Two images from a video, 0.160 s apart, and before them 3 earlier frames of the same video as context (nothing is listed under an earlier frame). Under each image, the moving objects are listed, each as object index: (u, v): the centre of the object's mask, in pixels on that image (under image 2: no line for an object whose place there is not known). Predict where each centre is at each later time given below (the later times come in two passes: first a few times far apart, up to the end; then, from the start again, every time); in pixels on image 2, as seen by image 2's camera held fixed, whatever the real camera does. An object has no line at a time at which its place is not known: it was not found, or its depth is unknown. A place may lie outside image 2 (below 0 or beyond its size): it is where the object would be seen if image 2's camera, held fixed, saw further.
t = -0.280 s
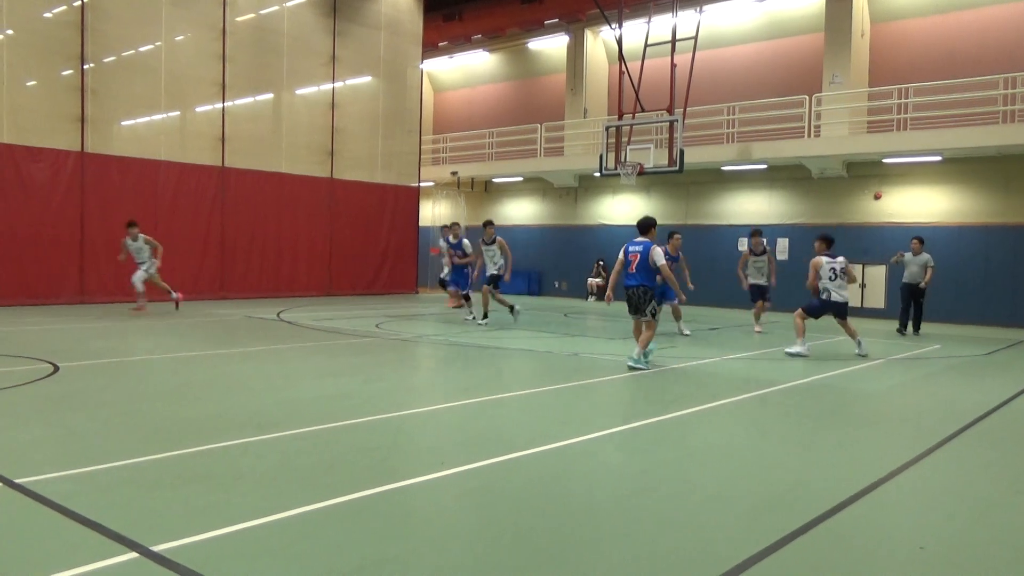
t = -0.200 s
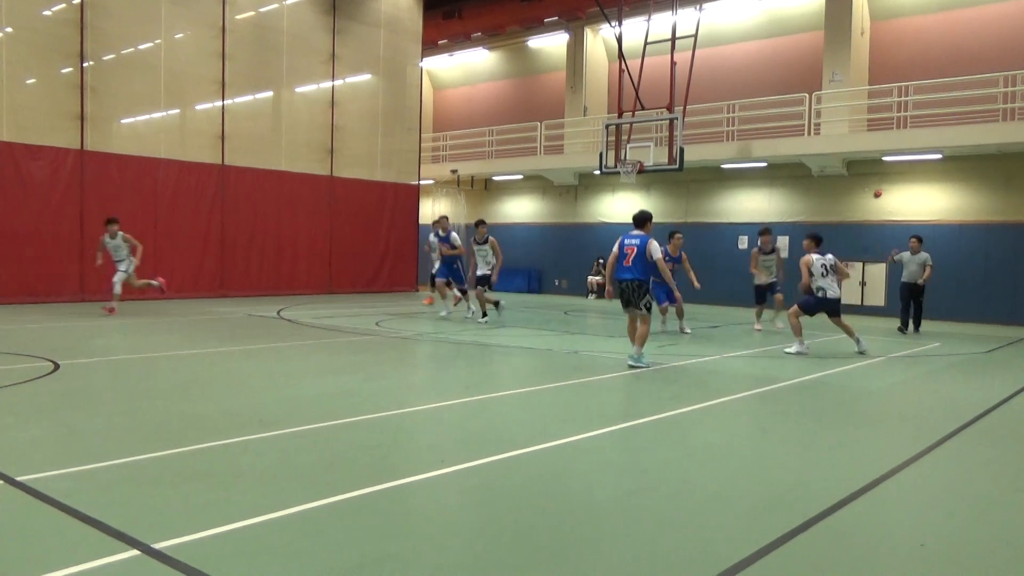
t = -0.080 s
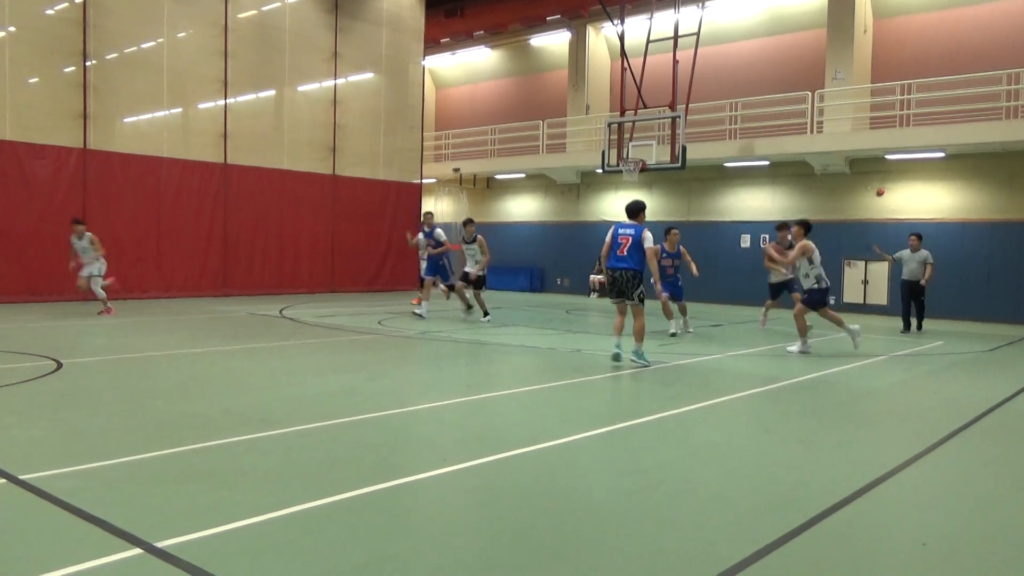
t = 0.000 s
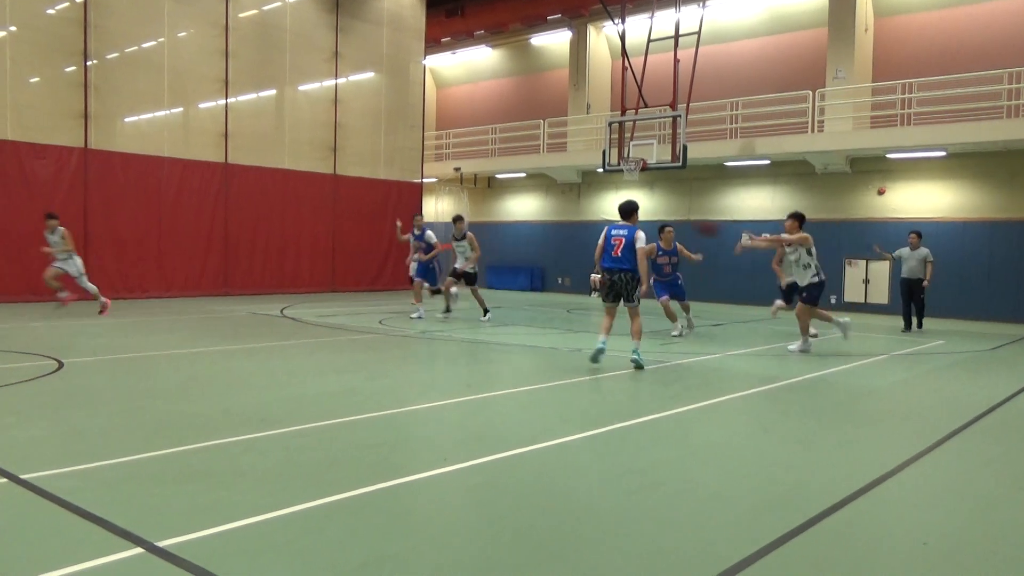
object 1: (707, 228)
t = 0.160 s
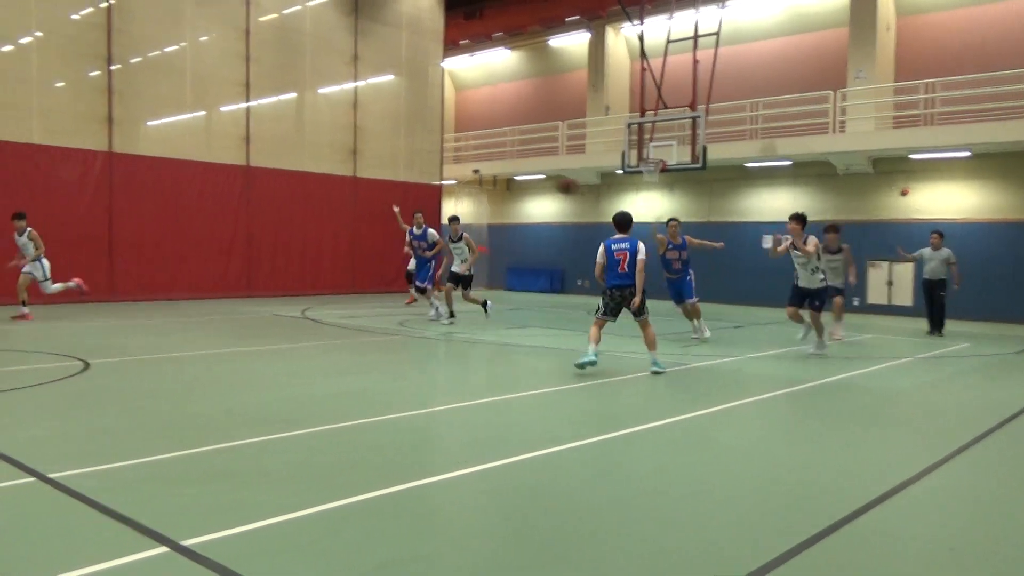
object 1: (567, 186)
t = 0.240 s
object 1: (486, 171)
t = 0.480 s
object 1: (250, 150)
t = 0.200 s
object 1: (527, 178)
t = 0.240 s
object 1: (486, 171)
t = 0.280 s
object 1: (446, 164)
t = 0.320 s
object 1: (408, 159)
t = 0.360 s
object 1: (369, 155)
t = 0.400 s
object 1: (330, 152)
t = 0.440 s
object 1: (291, 150)
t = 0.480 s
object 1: (250, 150)
